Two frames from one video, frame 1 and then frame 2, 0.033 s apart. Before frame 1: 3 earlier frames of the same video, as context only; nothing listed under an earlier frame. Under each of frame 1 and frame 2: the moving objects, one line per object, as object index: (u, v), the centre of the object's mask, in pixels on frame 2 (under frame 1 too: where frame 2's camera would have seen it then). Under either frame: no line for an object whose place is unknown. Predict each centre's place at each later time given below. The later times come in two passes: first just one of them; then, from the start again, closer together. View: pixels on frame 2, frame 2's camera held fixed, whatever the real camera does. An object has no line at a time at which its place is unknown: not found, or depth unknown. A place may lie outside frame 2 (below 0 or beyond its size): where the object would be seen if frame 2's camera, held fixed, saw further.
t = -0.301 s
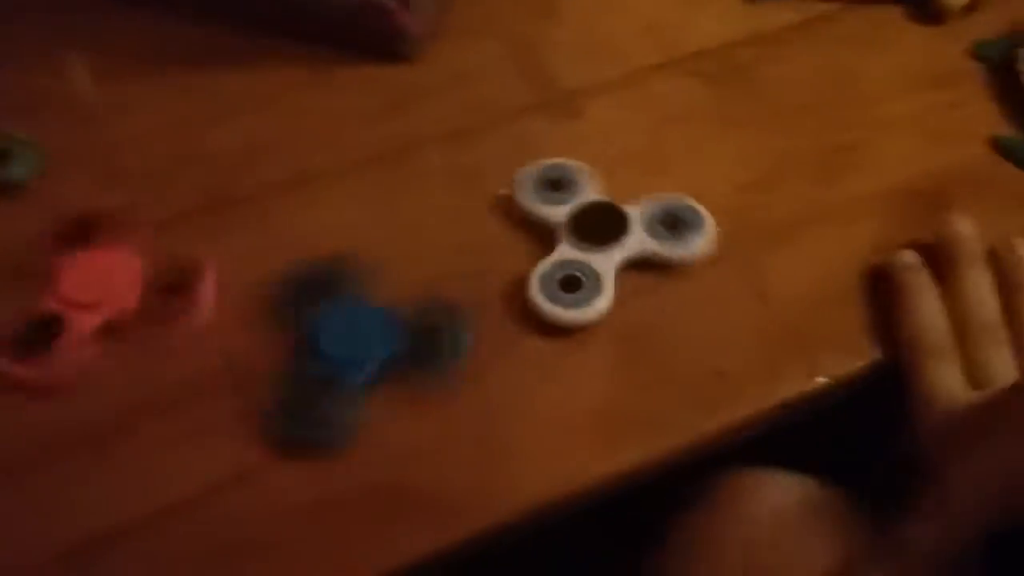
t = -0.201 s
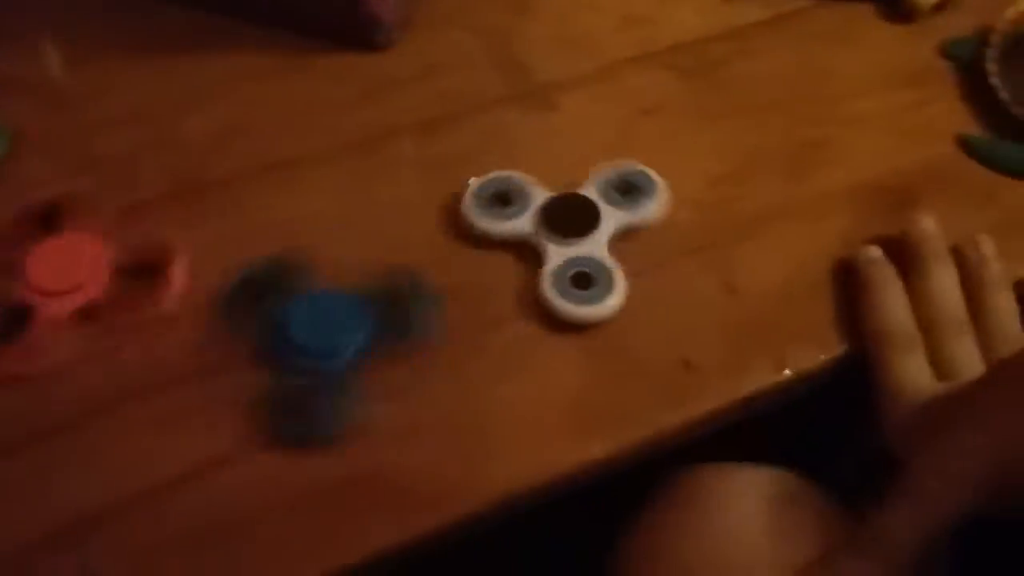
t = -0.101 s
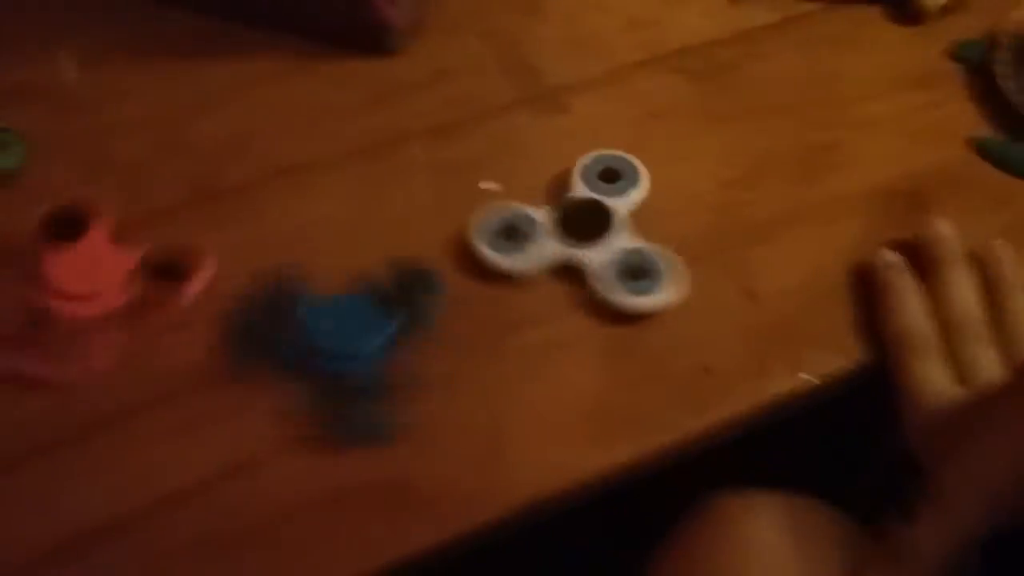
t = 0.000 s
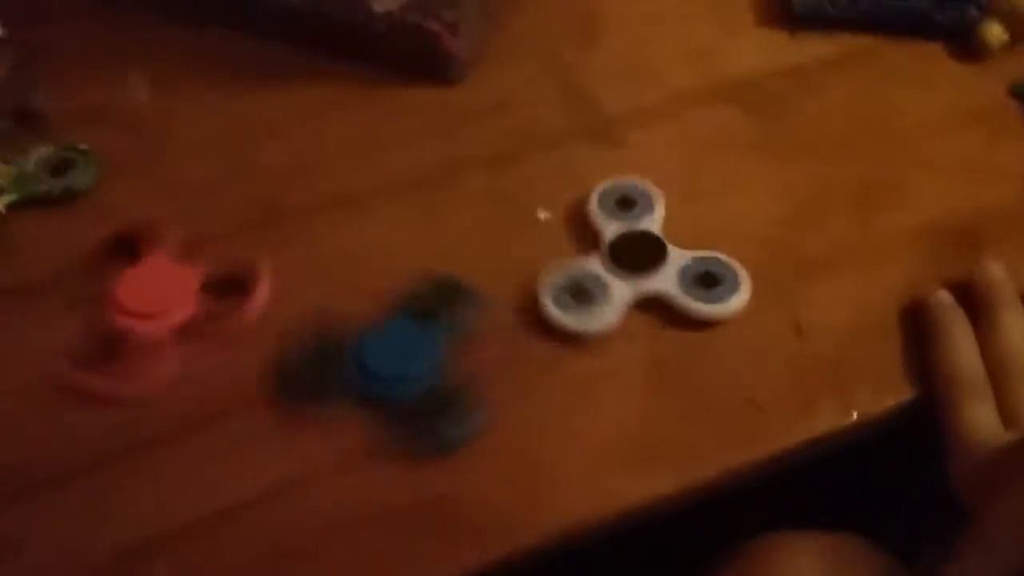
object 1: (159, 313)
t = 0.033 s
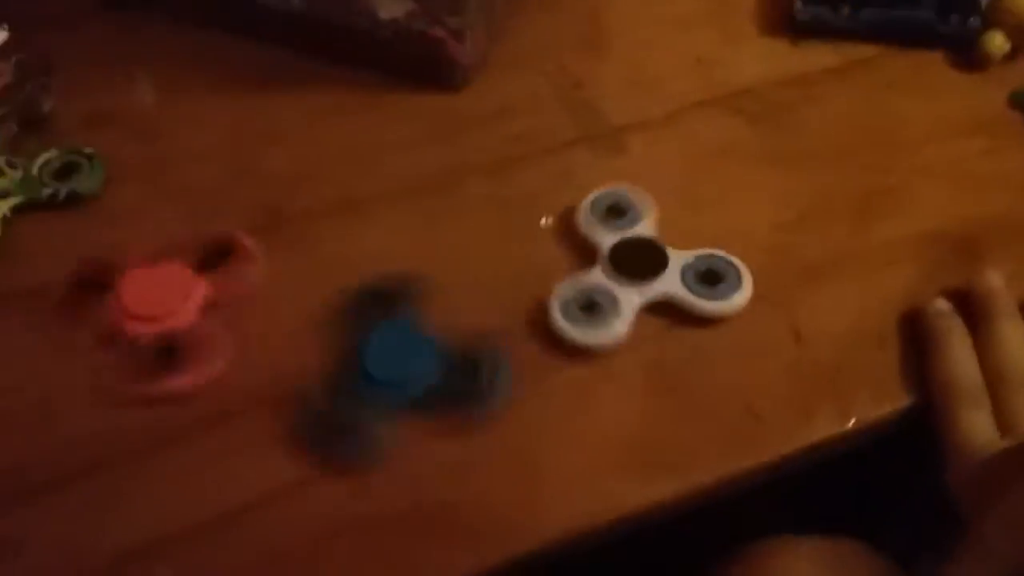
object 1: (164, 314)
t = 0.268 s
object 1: (157, 313)
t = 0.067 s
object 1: (157, 312)
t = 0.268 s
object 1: (157, 313)
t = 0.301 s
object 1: (163, 310)
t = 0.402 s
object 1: (168, 312)
